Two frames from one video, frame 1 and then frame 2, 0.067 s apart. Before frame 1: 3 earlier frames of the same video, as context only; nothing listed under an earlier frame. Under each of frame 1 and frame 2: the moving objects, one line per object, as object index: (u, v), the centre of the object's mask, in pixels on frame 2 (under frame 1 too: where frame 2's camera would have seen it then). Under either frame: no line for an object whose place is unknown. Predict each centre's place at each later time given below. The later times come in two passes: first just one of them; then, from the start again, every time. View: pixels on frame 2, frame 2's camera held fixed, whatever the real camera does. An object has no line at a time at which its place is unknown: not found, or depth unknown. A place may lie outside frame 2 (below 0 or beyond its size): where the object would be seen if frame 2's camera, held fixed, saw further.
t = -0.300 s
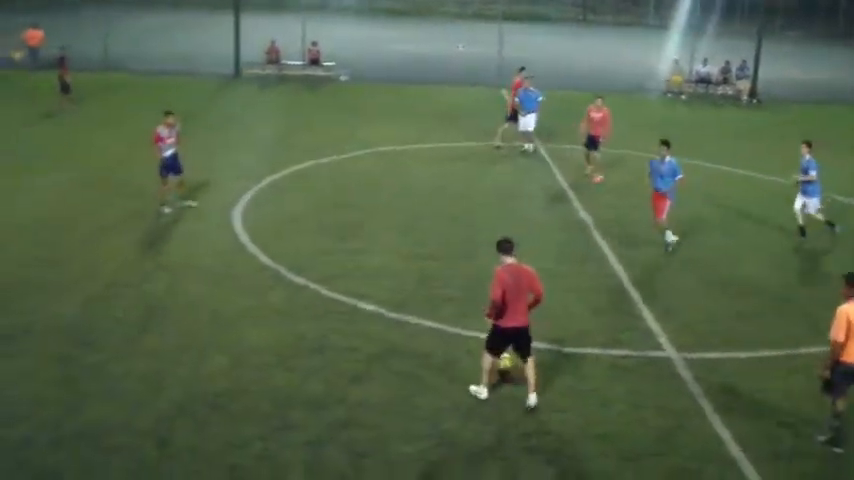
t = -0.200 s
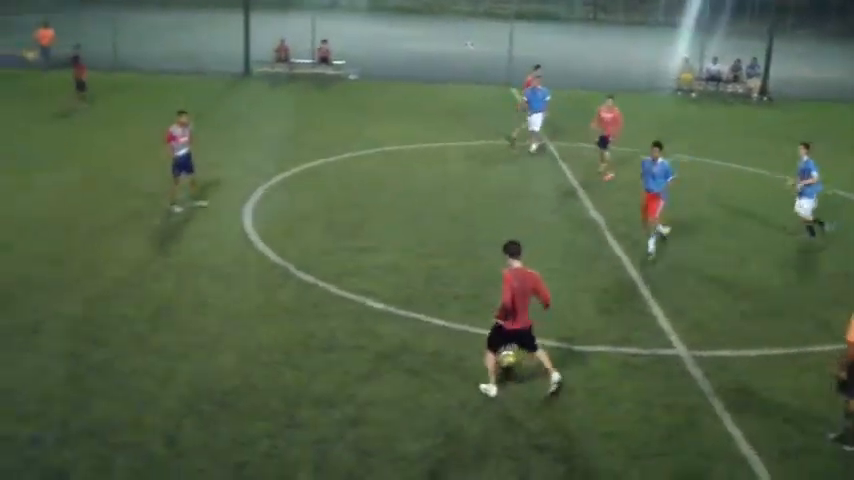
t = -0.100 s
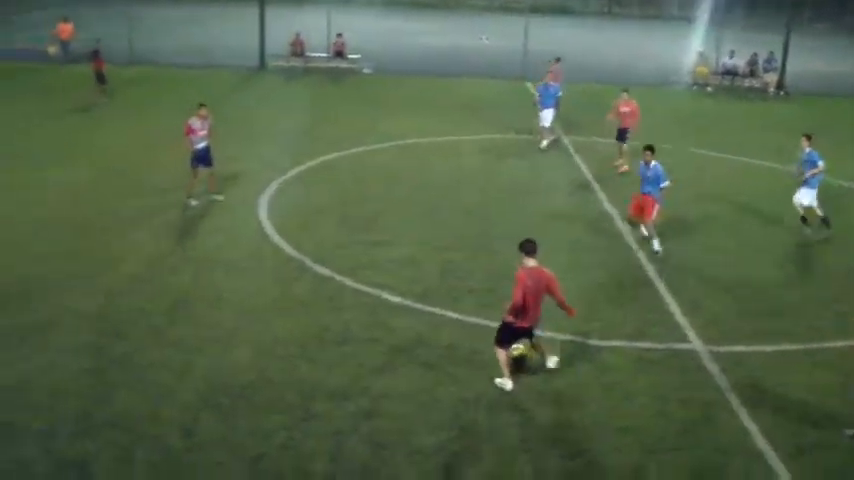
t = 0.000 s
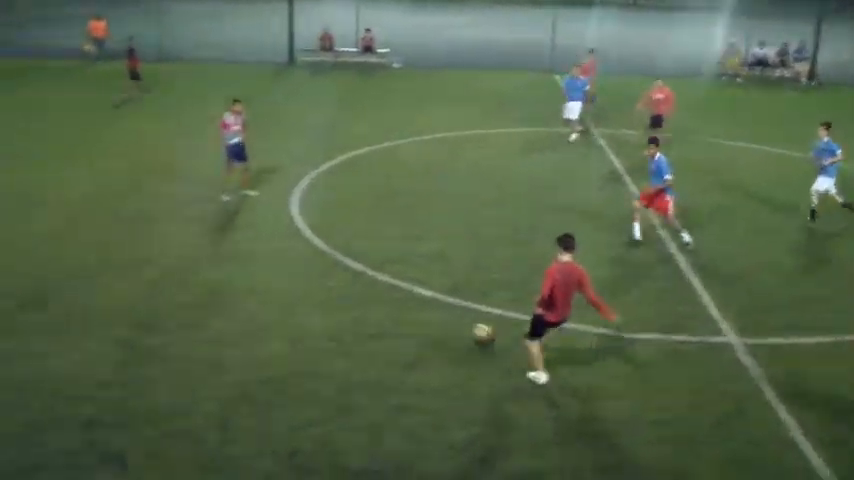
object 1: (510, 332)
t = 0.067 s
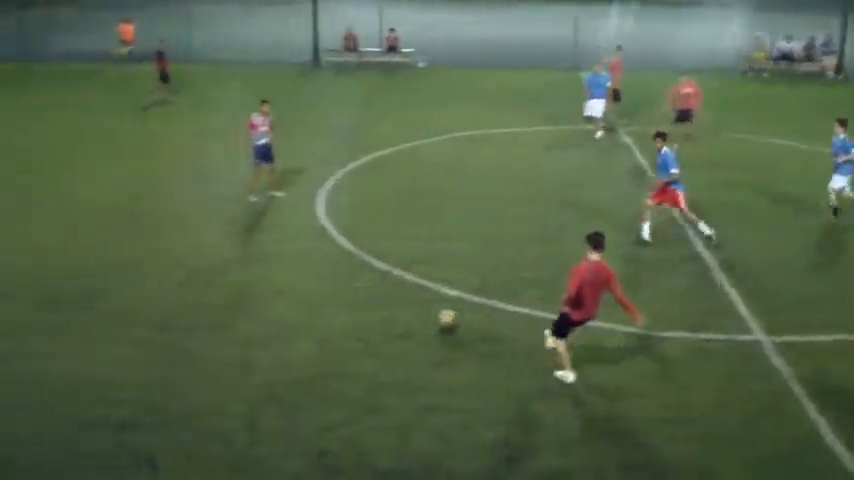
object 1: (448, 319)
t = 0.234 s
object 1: (317, 294)
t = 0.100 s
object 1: (419, 313)
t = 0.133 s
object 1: (391, 309)
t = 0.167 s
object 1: (364, 304)
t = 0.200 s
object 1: (340, 299)
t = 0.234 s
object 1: (317, 294)
